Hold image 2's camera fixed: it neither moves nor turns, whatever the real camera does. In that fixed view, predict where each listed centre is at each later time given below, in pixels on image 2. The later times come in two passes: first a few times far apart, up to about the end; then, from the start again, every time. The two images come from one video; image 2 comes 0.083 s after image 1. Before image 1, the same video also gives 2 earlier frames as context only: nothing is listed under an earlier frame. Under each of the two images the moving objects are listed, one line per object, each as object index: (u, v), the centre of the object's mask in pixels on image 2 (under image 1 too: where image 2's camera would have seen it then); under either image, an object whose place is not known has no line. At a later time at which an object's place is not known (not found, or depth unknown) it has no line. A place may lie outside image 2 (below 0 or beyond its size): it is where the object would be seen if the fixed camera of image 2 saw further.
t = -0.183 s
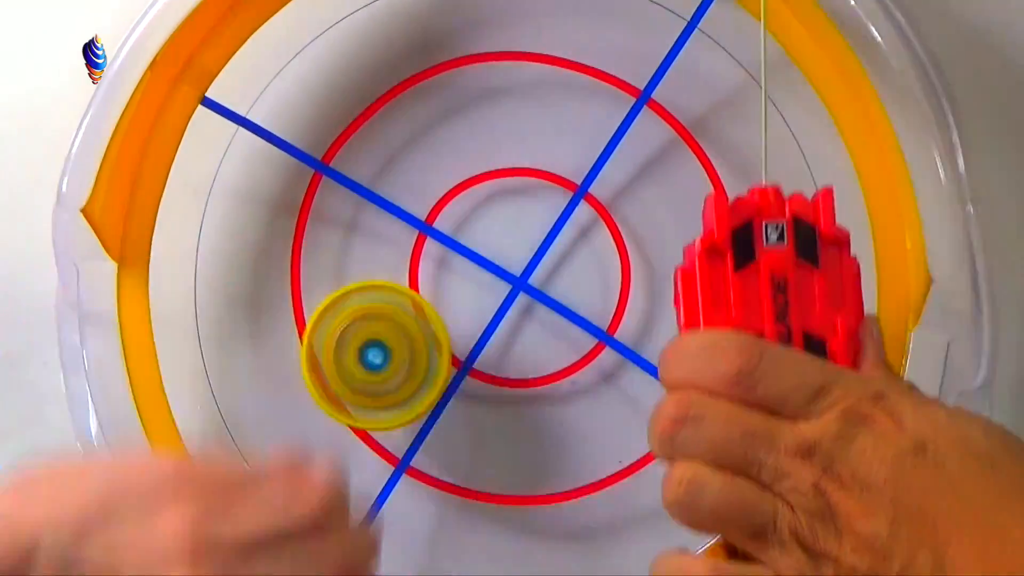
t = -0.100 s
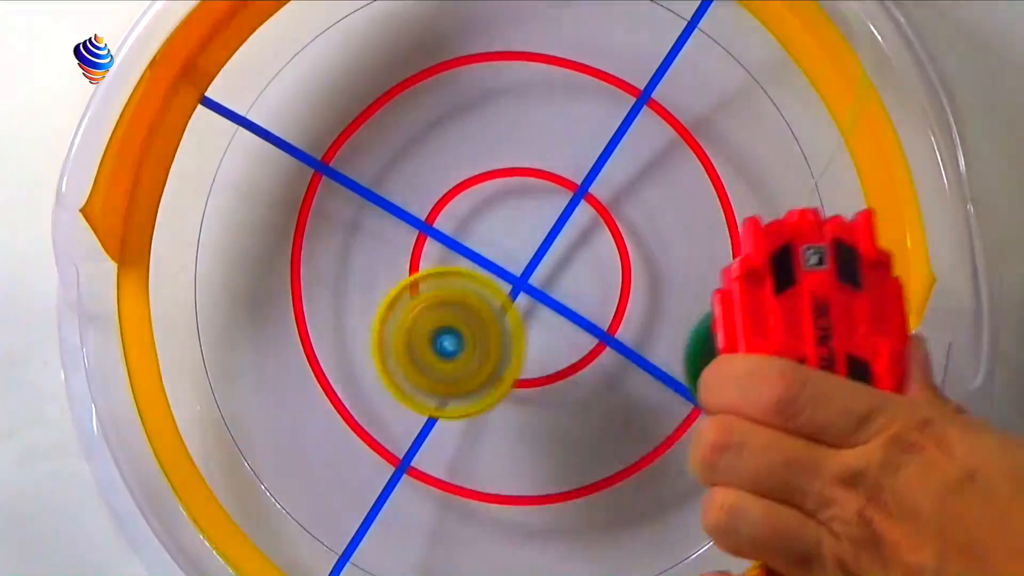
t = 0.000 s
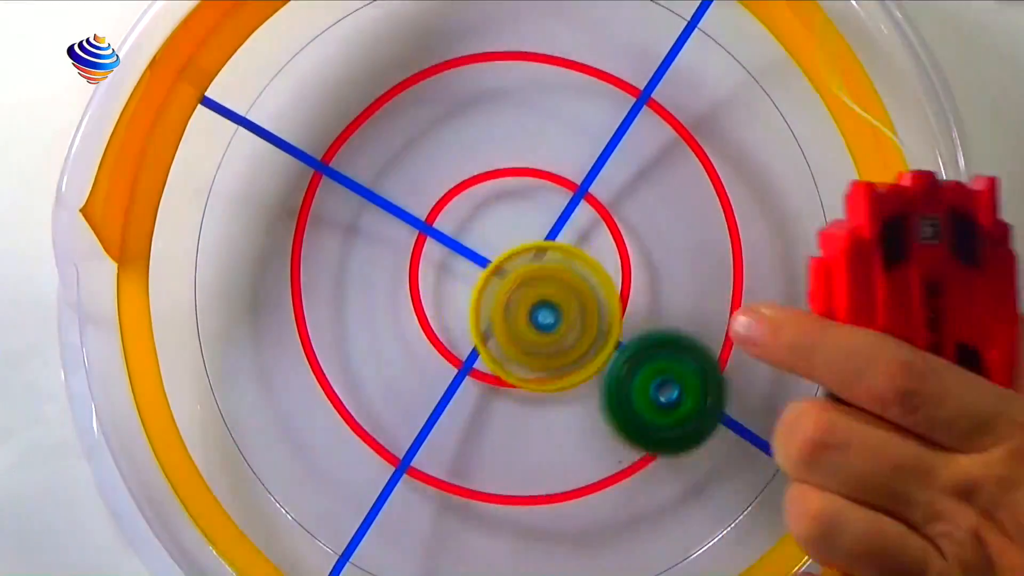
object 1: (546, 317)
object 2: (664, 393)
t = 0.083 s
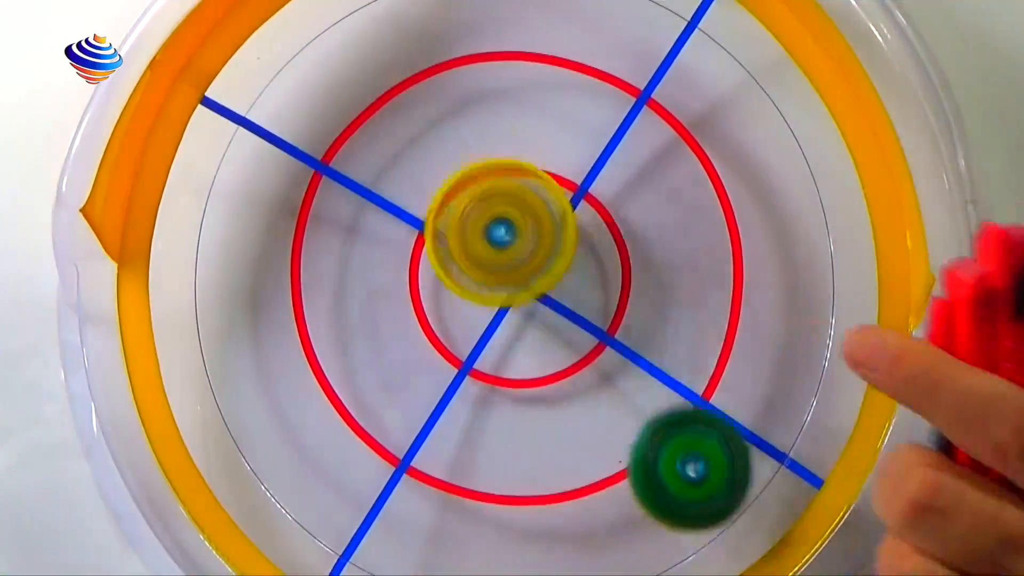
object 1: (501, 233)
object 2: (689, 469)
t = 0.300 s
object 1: (404, 147)
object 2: (638, 526)
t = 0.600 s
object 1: (384, 271)
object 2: (521, 341)
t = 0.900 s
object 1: (434, 281)
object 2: (719, 272)
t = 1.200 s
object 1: (557, 292)
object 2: (795, 325)
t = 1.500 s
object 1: (538, 224)
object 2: (654, 321)
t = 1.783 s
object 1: (429, 166)
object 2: (552, 321)
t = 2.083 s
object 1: (370, 168)
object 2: (635, 331)
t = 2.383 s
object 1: (407, 279)
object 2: (617, 293)
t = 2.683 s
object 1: (439, 314)
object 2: (585, 259)
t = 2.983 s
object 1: (482, 346)
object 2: (553, 225)
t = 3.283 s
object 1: (543, 372)
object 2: (510, 225)
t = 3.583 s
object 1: (579, 355)
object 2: (487, 235)
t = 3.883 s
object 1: (597, 349)
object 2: (445, 260)
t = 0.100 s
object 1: (491, 215)
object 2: (693, 481)
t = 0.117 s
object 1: (481, 203)
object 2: (694, 493)
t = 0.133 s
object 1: (472, 188)
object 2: (695, 506)
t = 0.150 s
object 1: (464, 176)
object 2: (695, 515)
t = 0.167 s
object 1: (456, 166)
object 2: (693, 523)
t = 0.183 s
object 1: (450, 158)
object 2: (693, 529)
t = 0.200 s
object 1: (443, 151)
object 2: (689, 533)
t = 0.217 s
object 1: (437, 146)
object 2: (682, 533)
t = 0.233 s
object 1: (430, 142)
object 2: (675, 532)
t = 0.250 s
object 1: (424, 142)
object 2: (665, 531)
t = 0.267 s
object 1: (417, 141)
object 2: (657, 531)
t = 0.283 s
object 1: (410, 144)
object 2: (648, 528)
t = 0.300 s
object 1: (404, 147)
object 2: (638, 526)
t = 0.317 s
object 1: (397, 152)
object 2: (629, 523)
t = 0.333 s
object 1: (391, 158)
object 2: (619, 519)
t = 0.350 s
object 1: (387, 165)
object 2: (609, 514)
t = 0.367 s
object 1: (382, 172)
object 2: (601, 506)
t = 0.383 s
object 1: (379, 179)
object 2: (591, 496)
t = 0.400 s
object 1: (376, 187)
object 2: (582, 487)
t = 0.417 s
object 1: (375, 196)
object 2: (574, 476)
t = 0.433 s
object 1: (374, 204)
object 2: (564, 464)
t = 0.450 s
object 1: (374, 213)
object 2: (556, 452)
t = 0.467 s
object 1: (375, 222)
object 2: (549, 440)
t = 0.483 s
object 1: (377, 231)
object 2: (540, 425)
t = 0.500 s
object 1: (379, 240)
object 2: (532, 411)
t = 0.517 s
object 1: (383, 249)
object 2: (525, 396)
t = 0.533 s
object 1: (387, 259)
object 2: (518, 380)
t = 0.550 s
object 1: (392, 268)
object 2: (511, 365)
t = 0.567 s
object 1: (396, 275)
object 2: (508, 353)
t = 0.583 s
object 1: (391, 273)
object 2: (514, 346)
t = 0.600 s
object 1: (384, 271)
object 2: (521, 341)
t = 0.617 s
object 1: (380, 267)
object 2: (530, 337)
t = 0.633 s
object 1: (377, 266)
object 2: (539, 330)
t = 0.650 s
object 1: (374, 263)
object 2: (547, 326)
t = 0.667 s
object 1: (374, 263)
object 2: (557, 321)
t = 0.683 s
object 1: (372, 262)
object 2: (567, 315)
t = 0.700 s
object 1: (374, 262)
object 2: (577, 310)
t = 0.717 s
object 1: (375, 262)
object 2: (588, 305)
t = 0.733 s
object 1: (377, 262)
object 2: (602, 300)
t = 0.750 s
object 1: (381, 264)
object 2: (613, 295)
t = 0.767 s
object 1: (383, 264)
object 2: (625, 292)
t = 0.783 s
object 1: (389, 266)
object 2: (639, 287)
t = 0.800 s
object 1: (393, 268)
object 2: (651, 282)
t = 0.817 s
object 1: (399, 269)
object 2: (662, 280)
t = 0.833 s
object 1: (405, 272)
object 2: (675, 278)
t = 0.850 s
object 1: (411, 274)
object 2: (687, 275)
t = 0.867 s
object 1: (419, 277)
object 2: (696, 273)
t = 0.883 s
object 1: (425, 279)
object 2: (708, 273)
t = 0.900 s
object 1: (434, 281)
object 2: (719, 272)
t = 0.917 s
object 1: (441, 284)
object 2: (728, 272)
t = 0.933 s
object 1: (449, 286)
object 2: (735, 274)
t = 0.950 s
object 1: (458, 288)
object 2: (745, 276)
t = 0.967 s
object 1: (466, 291)
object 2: (752, 277)
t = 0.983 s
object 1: (475, 292)
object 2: (758, 280)
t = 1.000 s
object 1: (484, 295)
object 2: (764, 284)
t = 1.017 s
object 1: (491, 296)
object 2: (772, 288)
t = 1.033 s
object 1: (500, 297)
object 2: (776, 291)
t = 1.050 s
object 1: (507, 299)
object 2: (781, 296)
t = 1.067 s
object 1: (514, 298)
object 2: (786, 301)
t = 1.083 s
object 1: (523, 300)
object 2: (790, 304)
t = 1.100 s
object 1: (528, 300)
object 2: (792, 308)
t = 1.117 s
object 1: (535, 299)
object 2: (794, 313)
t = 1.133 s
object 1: (541, 299)
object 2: (797, 316)
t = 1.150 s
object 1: (545, 298)
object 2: (797, 318)
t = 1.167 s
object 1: (550, 296)
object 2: (796, 321)
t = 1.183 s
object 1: (554, 295)
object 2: (796, 324)
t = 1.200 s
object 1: (557, 292)
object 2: (795, 325)
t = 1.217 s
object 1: (561, 289)
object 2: (792, 327)
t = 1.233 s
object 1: (562, 287)
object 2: (789, 329)
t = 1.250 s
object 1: (563, 283)
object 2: (786, 331)
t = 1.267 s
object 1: (565, 279)
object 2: (782, 330)
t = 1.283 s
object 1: (566, 277)
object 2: (775, 331)
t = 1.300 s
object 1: (565, 272)
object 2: (769, 333)
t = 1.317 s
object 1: (565, 268)
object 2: (764, 333)
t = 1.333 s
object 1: (564, 265)
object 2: (757, 332)
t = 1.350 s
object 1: (562, 260)
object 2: (748, 332)
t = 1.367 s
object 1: (561, 255)
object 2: (740, 333)
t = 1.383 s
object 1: (559, 252)
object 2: (733, 332)
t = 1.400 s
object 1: (556, 247)
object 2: (723, 330)
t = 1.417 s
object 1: (554, 242)
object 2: (712, 329)
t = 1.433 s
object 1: (552, 239)
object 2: (701, 328)
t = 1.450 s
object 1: (548, 235)
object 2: (691, 327)
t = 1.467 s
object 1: (546, 230)
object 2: (680, 324)
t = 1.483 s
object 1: (543, 228)
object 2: (667, 323)
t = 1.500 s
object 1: (538, 224)
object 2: (654, 321)
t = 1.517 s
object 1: (536, 221)
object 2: (641, 318)
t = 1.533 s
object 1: (533, 219)
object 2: (630, 316)
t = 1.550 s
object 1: (519, 208)
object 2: (625, 322)
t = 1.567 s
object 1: (505, 197)
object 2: (621, 328)
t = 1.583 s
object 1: (493, 186)
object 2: (617, 333)
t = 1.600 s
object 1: (481, 178)
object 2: (613, 336)
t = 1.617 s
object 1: (470, 172)
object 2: (606, 338)
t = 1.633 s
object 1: (460, 166)
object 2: (601, 341)
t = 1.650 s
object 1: (453, 161)
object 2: (595, 343)
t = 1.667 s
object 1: (446, 159)
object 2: (590, 342)
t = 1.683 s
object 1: (440, 158)
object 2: (584, 340)
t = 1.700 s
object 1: (436, 157)
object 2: (578, 339)
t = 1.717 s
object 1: (434, 158)
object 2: (573, 337)
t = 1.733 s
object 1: (431, 159)
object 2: (568, 334)
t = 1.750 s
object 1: (429, 161)
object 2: (563, 329)
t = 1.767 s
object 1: (429, 163)
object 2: (557, 325)
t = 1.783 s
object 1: (429, 166)
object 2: (552, 321)
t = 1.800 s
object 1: (428, 170)
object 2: (548, 316)
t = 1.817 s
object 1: (430, 173)
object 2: (545, 310)
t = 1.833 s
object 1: (432, 178)
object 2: (541, 303)
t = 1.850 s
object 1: (434, 183)
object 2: (537, 296)
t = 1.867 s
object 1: (436, 188)
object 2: (534, 290)
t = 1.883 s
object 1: (431, 185)
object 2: (543, 291)
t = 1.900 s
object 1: (417, 177)
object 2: (557, 297)
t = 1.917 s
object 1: (403, 169)
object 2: (570, 302)
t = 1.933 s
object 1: (393, 162)
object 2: (581, 308)
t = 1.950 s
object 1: (385, 158)
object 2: (592, 313)
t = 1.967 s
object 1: (378, 155)
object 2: (602, 317)
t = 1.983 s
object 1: (373, 154)
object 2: (611, 321)
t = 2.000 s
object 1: (370, 154)
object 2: (617, 323)
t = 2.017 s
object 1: (368, 155)
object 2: (623, 326)
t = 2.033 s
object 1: (367, 157)
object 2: (627, 329)
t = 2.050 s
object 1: (367, 160)
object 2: (631, 331)
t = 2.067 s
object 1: (368, 163)
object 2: (634, 332)
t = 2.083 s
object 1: (370, 168)
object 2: (635, 331)
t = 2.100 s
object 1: (373, 173)
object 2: (634, 330)
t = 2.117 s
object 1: (376, 179)
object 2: (631, 329)
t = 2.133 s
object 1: (379, 184)
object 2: (629, 328)
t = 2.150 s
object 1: (385, 191)
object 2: (626, 326)
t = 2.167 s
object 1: (389, 199)
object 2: (623, 322)
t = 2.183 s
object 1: (394, 206)
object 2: (618, 317)
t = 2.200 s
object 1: (401, 213)
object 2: (611, 314)
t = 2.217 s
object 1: (408, 221)
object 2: (605, 311)
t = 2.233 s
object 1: (416, 230)
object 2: (599, 307)
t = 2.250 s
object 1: (423, 239)
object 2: (593, 303)
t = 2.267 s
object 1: (432, 246)
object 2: (587, 299)
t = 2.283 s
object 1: (441, 254)
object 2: (580, 295)
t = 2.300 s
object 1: (438, 260)
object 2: (584, 294)
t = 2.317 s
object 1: (429, 264)
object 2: (593, 295)
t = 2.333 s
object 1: (421, 268)
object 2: (602, 294)
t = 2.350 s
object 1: (414, 271)
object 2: (609, 294)
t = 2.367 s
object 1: (410, 275)
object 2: (614, 294)
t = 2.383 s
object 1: (407, 279)
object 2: (617, 293)
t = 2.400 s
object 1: (405, 283)
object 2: (620, 293)
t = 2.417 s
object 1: (404, 285)
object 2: (622, 293)
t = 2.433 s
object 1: (405, 288)
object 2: (623, 292)
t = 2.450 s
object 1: (408, 291)
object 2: (622, 291)
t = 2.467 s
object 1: (411, 293)
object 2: (621, 289)
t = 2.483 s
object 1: (415, 296)
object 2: (617, 287)
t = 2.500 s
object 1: (418, 297)
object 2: (612, 286)
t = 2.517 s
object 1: (424, 299)
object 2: (607, 285)
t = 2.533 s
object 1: (431, 300)
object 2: (602, 283)
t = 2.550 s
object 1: (437, 302)
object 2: (597, 282)
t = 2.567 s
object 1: (442, 303)
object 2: (590, 279)
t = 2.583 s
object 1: (445, 304)
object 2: (585, 277)
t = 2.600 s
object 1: (442, 306)
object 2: (587, 273)
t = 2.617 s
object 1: (440, 309)
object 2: (587, 270)
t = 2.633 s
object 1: (438, 311)
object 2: (588, 268)
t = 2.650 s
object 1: (437, 312)
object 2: (588, 265)
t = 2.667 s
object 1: (437, 313)
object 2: (587, 262)
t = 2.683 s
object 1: (439, 314)
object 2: (585, 259)
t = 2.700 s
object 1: (443, 315)
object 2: (582, 257)
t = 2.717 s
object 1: (446, 316)
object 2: (578, 254)
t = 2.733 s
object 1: (448, 317)
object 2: (574, 252)
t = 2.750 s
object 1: (448, 320)
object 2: (574, 249)
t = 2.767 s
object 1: (448, 321)
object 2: (573, 247)
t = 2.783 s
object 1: (450, 323)
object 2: (571, 245)
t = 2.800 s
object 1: (453, 324)
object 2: (570, 243)
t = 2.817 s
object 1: (456, 326)
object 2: (568, 241)
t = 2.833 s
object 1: (455, 331)
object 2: (569, 237)
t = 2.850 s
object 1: (455, 334)
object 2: (569, 233)
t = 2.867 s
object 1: (455, 337)
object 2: (568, 230)
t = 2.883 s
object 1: (457, 339)
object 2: (567, 228)
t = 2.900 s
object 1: (461, 341)
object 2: (566, 227)
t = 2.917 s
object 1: (465, 343)
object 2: (564, 226)
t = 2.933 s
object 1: (468, 345)
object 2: (563, 225)
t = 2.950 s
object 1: (472, 346)
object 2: (560, 225)
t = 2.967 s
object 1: (477, 347)
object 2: (557, 225)
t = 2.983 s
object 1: (482, 346)
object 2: (553, 225)
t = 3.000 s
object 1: (484, 352)
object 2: (552, 221)
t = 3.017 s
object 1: (485, 359)
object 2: (551, 217)
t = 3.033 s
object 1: (487, 365)
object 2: (550, 213)
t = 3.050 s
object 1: (488, 371)
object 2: (549, 211)
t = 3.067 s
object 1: (490, 375)
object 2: (547, 209)
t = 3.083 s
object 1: (493, 378)
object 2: (546, 207)
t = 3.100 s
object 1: (495, 379)
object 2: (543, 207)
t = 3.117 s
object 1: (499, 380)
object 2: (541, 206)
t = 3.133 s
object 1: (504, 381)
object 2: (538, 206)
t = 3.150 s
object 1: (508, 382)
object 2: (534, 207)
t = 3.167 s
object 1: (512, 382)
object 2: (531, 209)
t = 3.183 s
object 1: (517, 381)
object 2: (528, 211)
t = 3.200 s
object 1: (521, 379)
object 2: (525, 214)
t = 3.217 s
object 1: (524, 377)
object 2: (522, 217)
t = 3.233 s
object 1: (529, 374)
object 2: (519, 221)
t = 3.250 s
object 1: (533, 371)
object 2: (517, 223)
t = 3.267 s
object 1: (537, 367)
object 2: (514, 227)
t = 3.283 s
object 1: (543, 372)
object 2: (510, 225)
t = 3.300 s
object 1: (549, 378)
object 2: (505, 220)
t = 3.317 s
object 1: (554, 384)
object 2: (500, 216)
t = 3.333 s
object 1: (558, 388)
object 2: (496, 214)
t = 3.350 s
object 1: (562, 391)
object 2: (492, 213)
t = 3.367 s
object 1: (566, 392)
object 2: (489, 212)
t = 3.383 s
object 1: (569, 393)
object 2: (487, 211)
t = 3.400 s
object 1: (571, 392)
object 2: (485, 211)
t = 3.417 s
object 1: (574, 391)
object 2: (483, 212)
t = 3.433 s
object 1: (576, 388)
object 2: (483, 213)
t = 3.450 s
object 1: (578, 386)
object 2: (482, 214)
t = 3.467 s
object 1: (580, 383)
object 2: (482, 215)
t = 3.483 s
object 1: (580, 380)
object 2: (481, 217)
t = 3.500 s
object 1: (581, 377)
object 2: (481, 220)
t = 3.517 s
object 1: (581, 373)
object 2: (482, 222)
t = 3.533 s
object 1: (580, 368)
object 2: (483, 226)
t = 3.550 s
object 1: (580, 364)
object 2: (484, 229)
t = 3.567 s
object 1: (580, 359)
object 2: (486, 232)
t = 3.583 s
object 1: (579, 355)
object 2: (487, 235)
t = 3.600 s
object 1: (579, 350)
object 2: (489, 239)
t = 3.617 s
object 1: (582, 350)
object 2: (487, 239)
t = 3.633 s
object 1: (584, 350)
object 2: (485, 239)
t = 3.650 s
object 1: (585, 350)
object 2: (483, 240)
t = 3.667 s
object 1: (586, 350)
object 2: (482, 242)
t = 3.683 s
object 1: (586, 349)
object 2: (480, 244)
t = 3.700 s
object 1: (586, 347)
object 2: (478, 246)
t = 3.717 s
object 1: (586, 346)
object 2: (477, 249)
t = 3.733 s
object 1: (586, 344)
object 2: (475, 252)
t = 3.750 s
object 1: (590, 345)
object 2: (471, 253)
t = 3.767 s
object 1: (594, 347)
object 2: (465, 254)
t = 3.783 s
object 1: (596, 349)
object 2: (460, 254)
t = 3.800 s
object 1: (598, 350)
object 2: (456, 255)
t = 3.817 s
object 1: (599, 350)
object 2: (452, 256)
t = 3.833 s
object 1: (599, 350)
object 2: (450, 257)
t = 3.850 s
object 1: (598, 350)
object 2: (448, 258)
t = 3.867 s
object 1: (598, 350)
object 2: (446, 259)
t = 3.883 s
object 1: (597, 349)
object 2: (445, 260)
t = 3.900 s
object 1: (596, 348)
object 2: (445, 261)
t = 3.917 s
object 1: (594, 348)
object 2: (445, 263)
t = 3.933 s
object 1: (593, 347)
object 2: (445, 264)
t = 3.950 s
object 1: (591, 346)
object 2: (445, 265)
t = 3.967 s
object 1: (589, 344)
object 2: (446, 267)
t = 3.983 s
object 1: (587, 343)
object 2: (448, 268)
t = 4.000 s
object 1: (584, 342)
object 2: (449, 270)
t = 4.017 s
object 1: (582, 341)
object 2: (451, 272)
